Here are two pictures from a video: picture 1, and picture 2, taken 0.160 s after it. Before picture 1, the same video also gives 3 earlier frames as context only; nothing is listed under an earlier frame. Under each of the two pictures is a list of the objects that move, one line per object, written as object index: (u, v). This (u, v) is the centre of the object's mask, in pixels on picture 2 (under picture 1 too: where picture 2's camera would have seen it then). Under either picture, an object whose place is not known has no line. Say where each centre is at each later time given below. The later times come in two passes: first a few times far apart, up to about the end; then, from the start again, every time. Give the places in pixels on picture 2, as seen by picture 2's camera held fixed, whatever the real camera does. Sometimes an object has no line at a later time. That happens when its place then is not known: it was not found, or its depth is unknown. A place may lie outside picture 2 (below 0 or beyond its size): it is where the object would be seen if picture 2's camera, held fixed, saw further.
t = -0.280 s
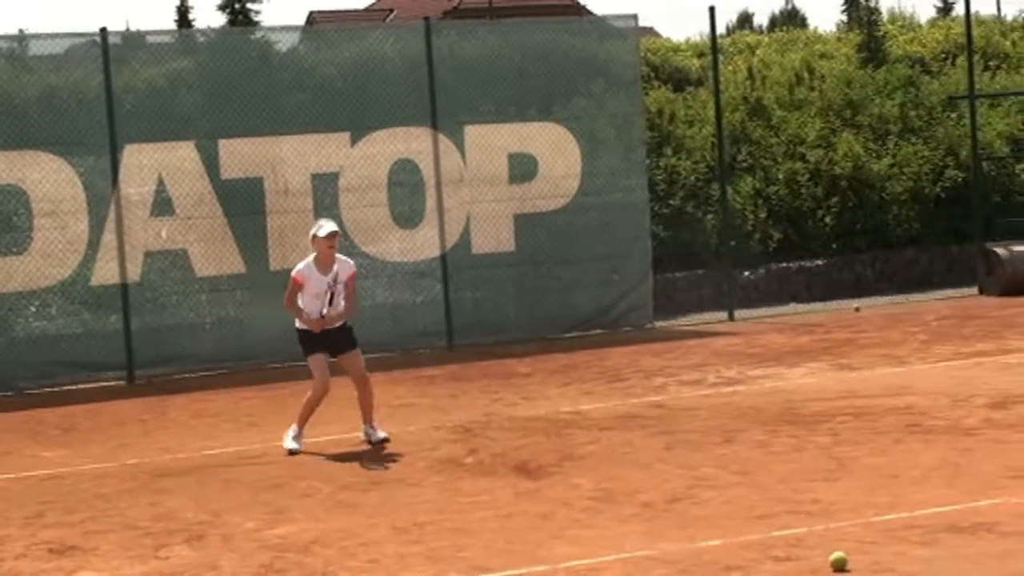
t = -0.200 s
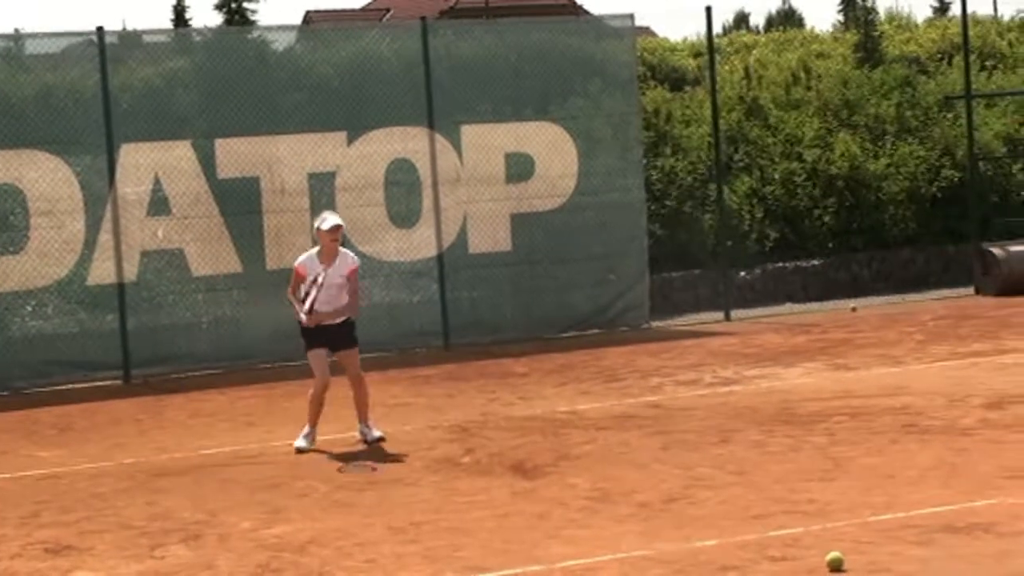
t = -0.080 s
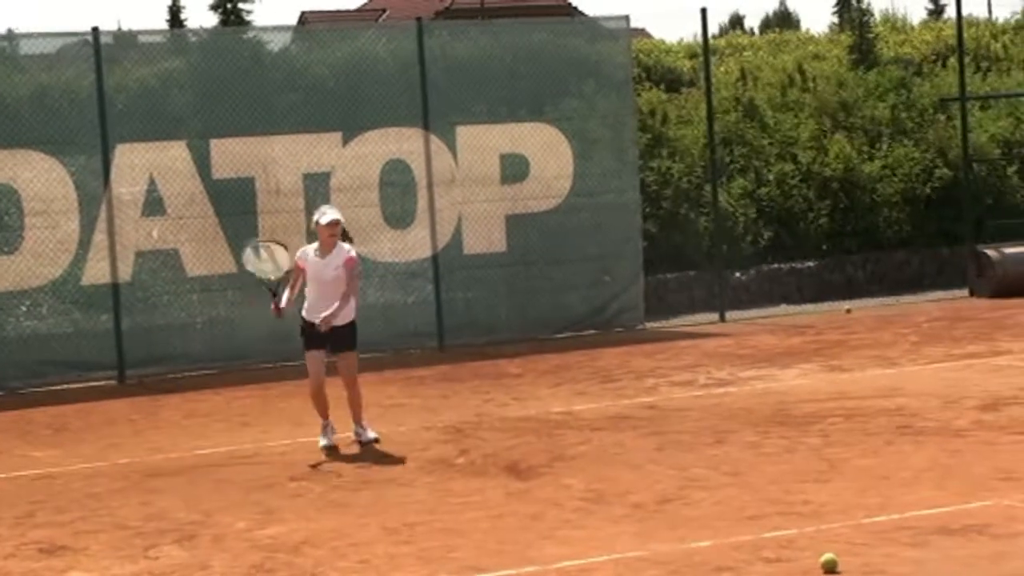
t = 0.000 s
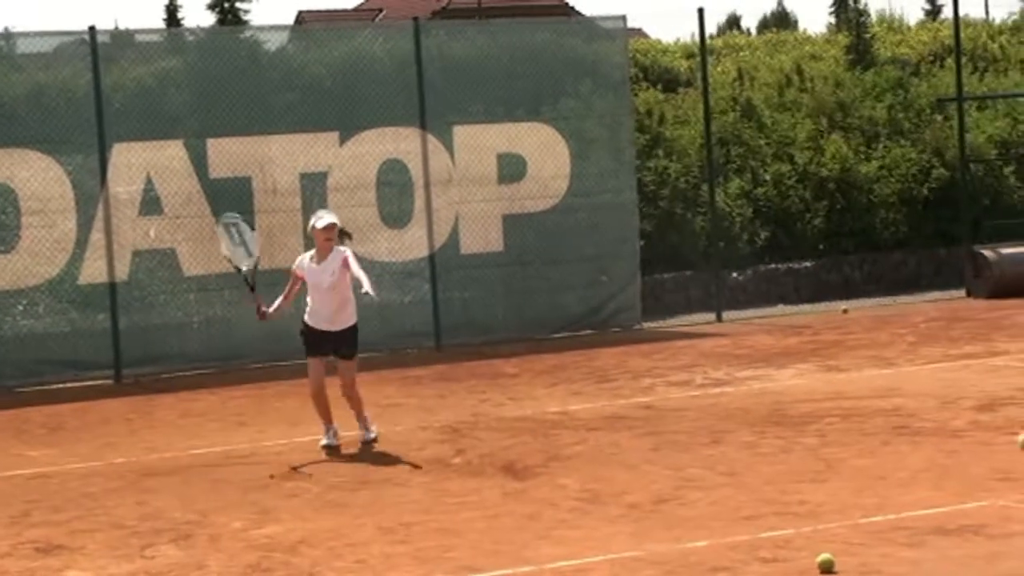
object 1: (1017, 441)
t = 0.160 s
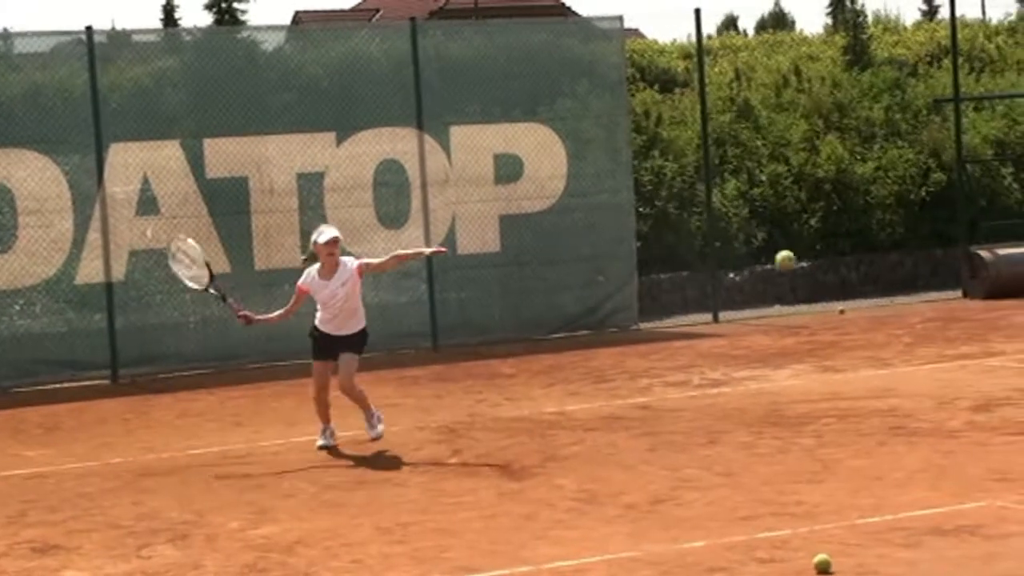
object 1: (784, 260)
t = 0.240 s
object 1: (686, 209)
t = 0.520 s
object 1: (415, 181)
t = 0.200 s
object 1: (734, 232)
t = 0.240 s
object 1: (686, 209)
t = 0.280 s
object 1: (640, 192)
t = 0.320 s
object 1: (597, 178)
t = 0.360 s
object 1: (557, 172)
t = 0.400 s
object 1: (518, 167)
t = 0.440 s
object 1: (483, 169)
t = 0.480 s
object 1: (448, 174)
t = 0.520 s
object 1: (415, 181)
